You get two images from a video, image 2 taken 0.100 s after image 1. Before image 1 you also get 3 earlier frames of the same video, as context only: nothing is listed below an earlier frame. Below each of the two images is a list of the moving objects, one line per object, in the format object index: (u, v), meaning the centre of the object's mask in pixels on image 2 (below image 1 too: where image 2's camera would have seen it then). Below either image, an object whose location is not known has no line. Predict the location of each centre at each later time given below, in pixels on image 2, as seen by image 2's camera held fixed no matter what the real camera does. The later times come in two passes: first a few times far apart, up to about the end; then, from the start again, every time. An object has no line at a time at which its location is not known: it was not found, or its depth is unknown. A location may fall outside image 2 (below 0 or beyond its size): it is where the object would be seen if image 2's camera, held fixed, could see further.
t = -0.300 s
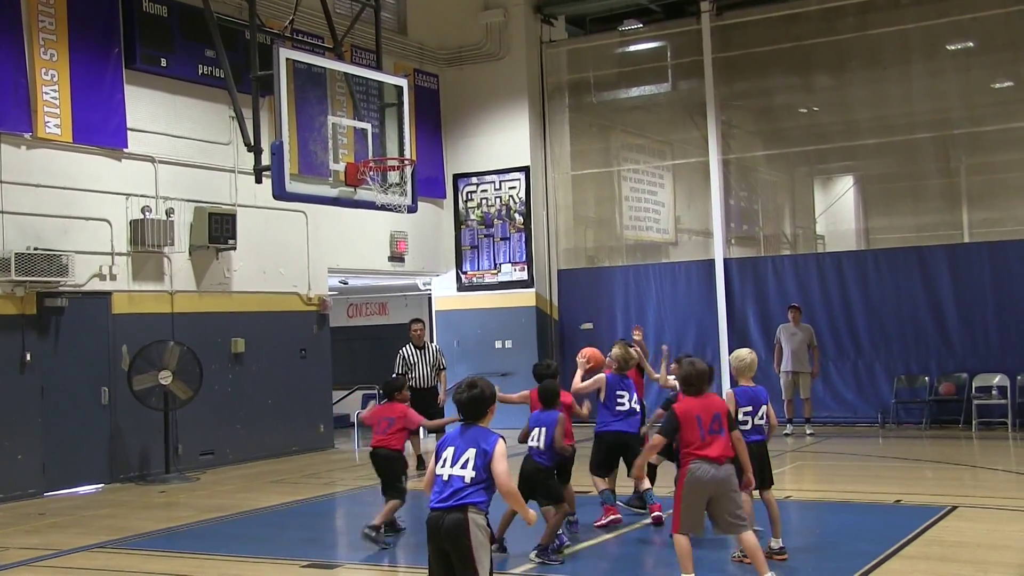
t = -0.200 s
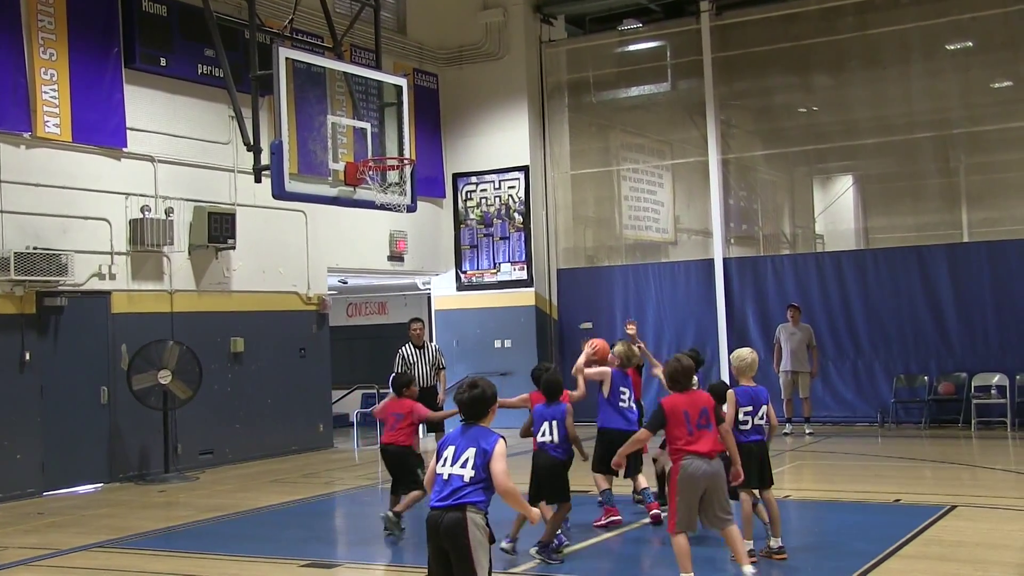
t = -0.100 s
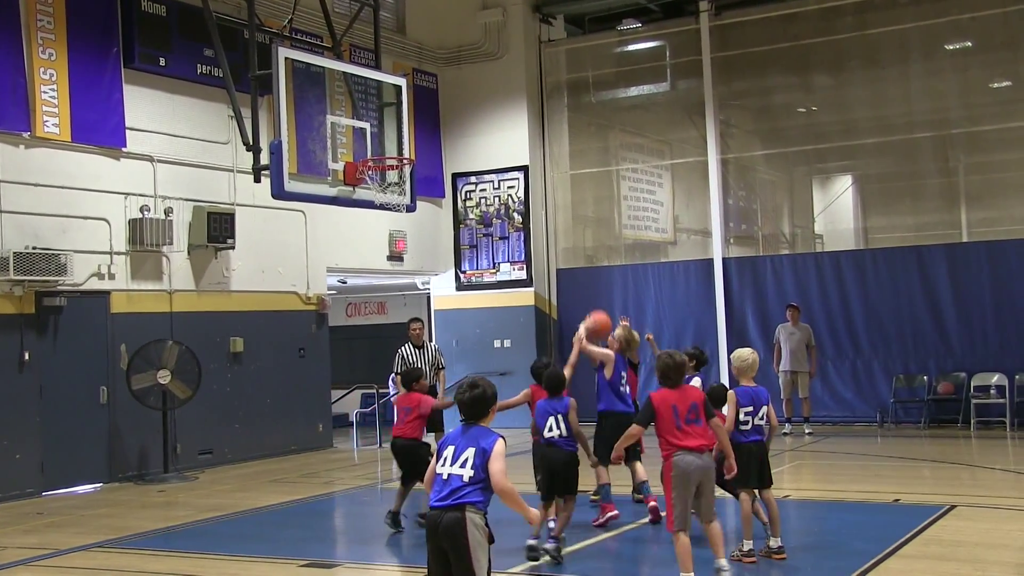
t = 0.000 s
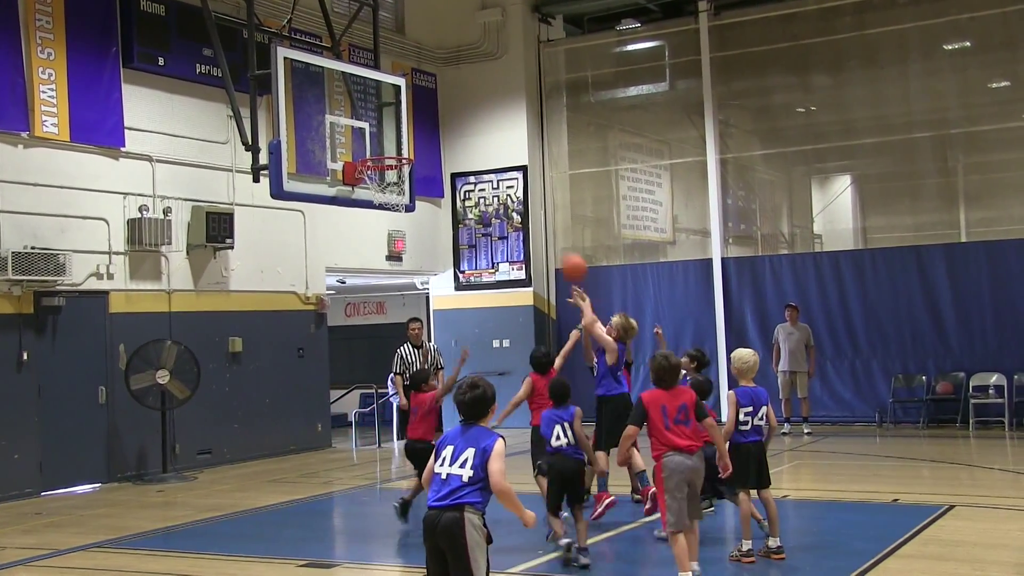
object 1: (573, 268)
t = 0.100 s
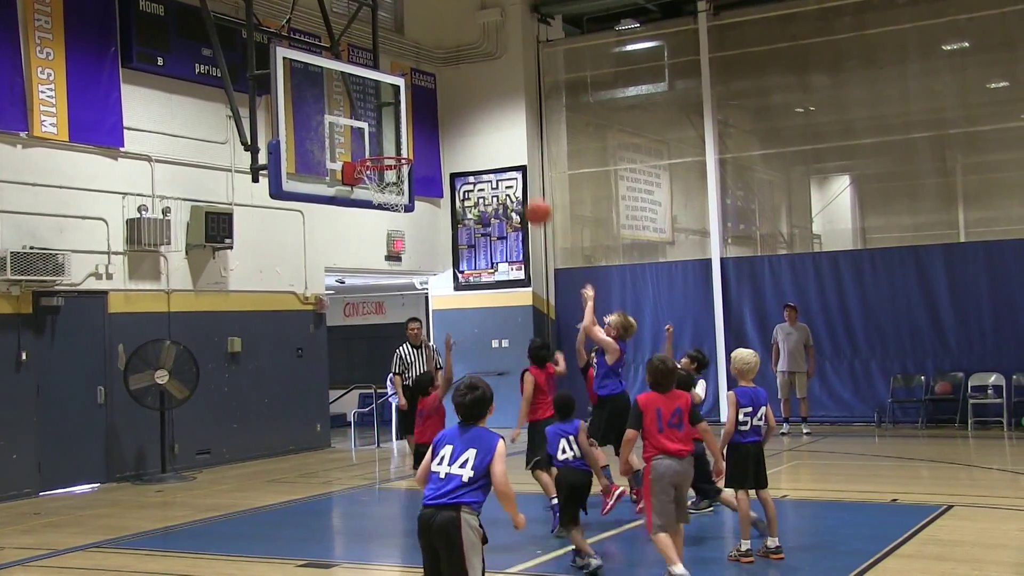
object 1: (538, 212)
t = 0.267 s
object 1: (484, 148)
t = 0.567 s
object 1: (396, 115)
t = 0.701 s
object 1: (359, 135)
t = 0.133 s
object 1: (528, 197)
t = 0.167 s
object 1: (516, 181)
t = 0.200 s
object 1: (506, 168)
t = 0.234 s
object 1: (495, 158)
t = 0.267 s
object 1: (484, 148)
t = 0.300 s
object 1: (474, 139)
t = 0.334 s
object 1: (464, 131)
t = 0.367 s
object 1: (454, 125)
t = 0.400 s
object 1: (444, 120)
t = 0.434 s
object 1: (434, 117)
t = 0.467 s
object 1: (424, 115)
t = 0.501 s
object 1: (415, 114)
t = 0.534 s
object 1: (406, 114)
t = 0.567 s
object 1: (396, 115)
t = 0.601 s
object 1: (387, 118)
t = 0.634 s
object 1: (378, 122)
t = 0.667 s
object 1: (369, 128)
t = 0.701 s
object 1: (359, 135)
